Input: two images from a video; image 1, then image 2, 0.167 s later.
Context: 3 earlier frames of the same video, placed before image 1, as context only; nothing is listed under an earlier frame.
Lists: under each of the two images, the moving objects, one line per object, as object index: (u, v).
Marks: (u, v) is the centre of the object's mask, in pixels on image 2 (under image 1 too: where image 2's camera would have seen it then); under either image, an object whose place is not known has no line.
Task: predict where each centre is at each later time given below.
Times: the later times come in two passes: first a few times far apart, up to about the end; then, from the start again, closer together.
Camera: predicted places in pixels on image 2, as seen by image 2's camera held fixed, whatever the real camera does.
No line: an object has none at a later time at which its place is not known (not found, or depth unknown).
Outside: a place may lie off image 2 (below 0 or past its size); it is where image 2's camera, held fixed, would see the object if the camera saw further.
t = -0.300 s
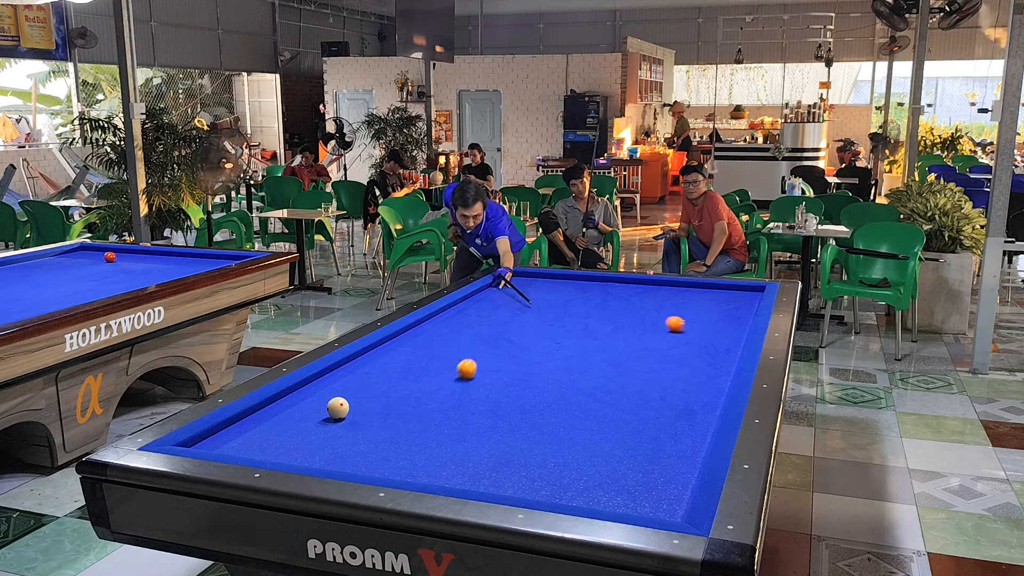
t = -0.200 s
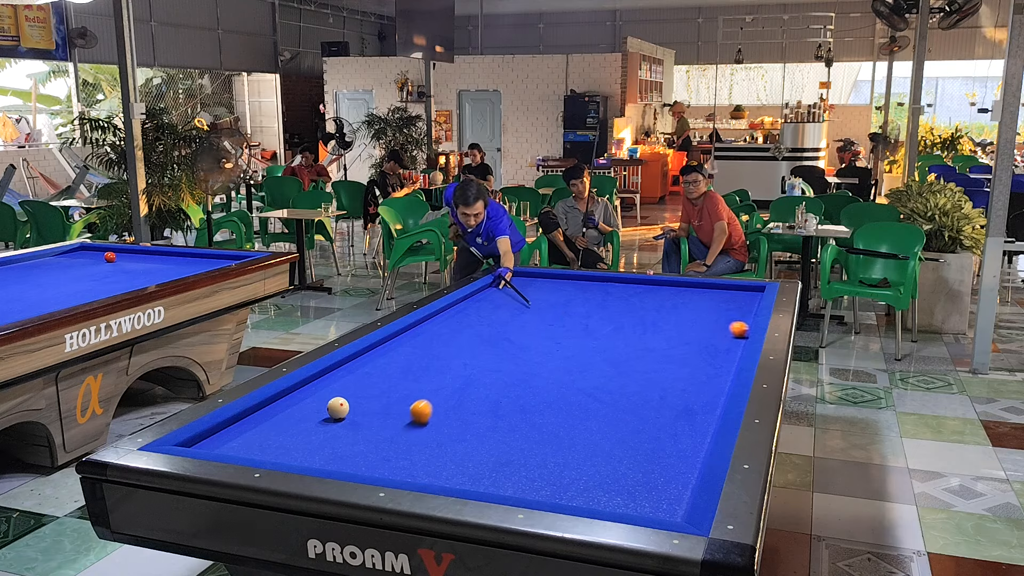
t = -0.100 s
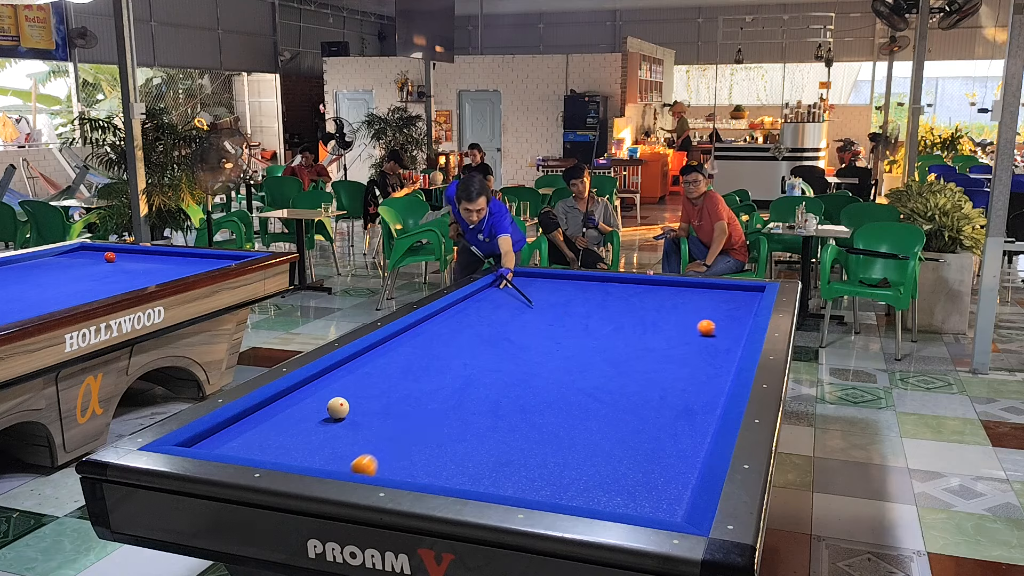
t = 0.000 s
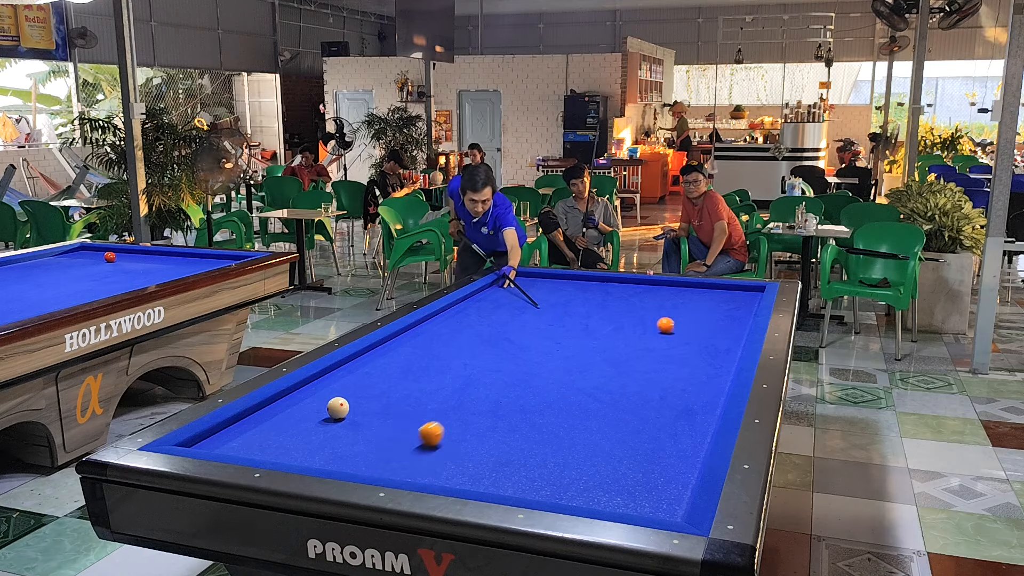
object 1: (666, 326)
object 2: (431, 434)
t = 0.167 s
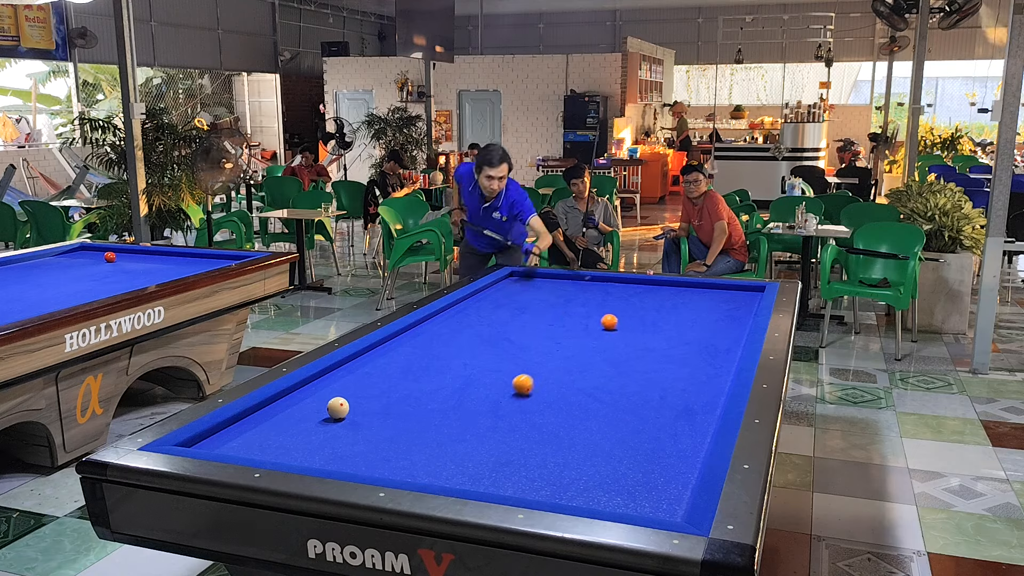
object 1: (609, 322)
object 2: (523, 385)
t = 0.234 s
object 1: (588, 321)
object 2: (551, 371)
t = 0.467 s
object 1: (518, 317)
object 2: (626, 334)
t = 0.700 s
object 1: (451, 314)
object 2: (681, 310)
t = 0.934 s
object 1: (473, 316)
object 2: (725, 291)
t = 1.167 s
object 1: (507, 320)
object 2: (738, 297)
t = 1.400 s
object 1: (541, 323)
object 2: (744, 310)
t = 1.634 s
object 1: (575, 326)
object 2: (744, 322)
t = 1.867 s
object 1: (611, 330)
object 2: (733, 333)
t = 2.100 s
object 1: (646, 333)
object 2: (721, 346)
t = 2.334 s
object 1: (683, 337)
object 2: (708, 360)
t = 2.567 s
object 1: (720, 341)
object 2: (694, 375)
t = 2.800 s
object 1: (728, 342)
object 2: (678, 393)
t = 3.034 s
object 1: (708, 341)
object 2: (660, 412)
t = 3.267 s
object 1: (689, 340)
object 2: (640, 433)
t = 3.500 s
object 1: (670, 339)
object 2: (618, 457)
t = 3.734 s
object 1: (653, 338)
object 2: (592, 485)
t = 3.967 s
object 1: (636, 337)
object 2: (576, 493)
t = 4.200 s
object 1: (620, 336)
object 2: (578, 477)
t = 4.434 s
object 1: (605, 335)
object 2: (579, 461)
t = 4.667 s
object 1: (590, 335)
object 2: (580, 447)
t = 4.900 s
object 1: (576, 334)
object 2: (581, 434)
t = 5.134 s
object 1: (563, 333)
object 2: (581, 423)
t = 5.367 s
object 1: (551, 333)
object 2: (582, 413)
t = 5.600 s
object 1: (539, 332)
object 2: (583, 404)
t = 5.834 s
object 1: (528, 331)
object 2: (584, 395)
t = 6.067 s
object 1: (518, 331)
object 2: (585, 388)
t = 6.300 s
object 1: (508, 330)
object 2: (585, 382)
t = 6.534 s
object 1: (499, 330)
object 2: (586, 375)
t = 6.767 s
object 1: (491, 329)
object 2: (586, 370)
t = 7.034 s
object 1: (482, 329)
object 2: (587, 363)
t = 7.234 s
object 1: (475, 328)
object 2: (588, 358)
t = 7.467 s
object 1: (469, 327)
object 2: (589, 354)
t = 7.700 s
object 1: (463, 327)
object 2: (589, 349)
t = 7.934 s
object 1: (458, 326)
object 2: (590, 345)
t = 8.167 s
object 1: (454, 326)
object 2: (590, 342)
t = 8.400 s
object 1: (450, 325)
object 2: (590, 338)
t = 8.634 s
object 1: (447, 324)
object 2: (591, 335)
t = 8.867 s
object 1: (444, 324)
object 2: (591, 332)
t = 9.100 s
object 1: (443, 323)
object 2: (592, 330)
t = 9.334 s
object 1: (441, 323)
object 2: (592, 327)
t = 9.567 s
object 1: (439, 323)
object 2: (592, 325)
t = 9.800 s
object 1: (438, 323)
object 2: (593, 323)
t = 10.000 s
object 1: (438, 323)
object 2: (593, 322)
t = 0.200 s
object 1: (599, 322)
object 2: (537, 378)
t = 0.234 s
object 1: (588, 321)
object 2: (551, 371)
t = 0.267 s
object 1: (578, 320)
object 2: (564, 364)
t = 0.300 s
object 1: (568, 320)
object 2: (576, 358)
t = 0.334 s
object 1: (558, 319)
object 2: (587, 352)
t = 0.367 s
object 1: (548, 319)
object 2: (597, 347)
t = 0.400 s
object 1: (538, 318)
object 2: (607, 343)
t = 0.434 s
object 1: (528, 318)
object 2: (617, 338)
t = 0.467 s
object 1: (518, 317)
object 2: (626, 334)
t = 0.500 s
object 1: (508, 317)
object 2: (635, 330)
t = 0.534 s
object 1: (499, 316)
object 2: (643, 327)
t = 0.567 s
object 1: (489, 316)
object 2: (651, 323)
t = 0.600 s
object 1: (479, 315)
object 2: (659, 320)
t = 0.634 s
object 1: (470, 315)
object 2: (667, 317)
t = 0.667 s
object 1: (460, 314)
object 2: (674, 313)
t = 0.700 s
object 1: (451, 314)
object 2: (681, 310)
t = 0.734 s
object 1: (442, 313)
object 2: (688, 307)
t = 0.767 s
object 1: (443, 313)
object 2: (695, 304)
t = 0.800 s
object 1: (450, 314)
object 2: (701, 301)
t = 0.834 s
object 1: (456, 314)
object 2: (707, 299)
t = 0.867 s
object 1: (463, 315)
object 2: (714, 296)
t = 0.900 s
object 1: (468, 316)
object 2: (720, 293)
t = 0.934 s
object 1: (473, 316)
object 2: (725, 291)
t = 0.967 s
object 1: (478, 317)
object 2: (731, 288)
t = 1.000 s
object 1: (483, 317)
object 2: (736, 286)
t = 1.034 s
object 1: (488, 318)
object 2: (736, 288)
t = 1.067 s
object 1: (493, 318)
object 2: (737, 290)
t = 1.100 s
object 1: (497, 318)
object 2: (737, 293)
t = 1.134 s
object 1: (502, 319)
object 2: (737, 295)
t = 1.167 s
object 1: (507, 320)
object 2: (738, 297)
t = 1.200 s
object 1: (512, 320)
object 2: (738, 299)
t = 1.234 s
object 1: (517, 320)
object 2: (739, 301)
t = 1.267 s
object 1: (521, 321)
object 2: (740, 303)
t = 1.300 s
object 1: (526, 321)
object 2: (741, 305)
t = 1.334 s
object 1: (531, 322)
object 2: (742, 306)
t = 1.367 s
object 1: (536, 322)
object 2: (743, 308)
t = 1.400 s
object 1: (541, 323)
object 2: (744, 310)
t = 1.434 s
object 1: (546, 323)
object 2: (745, 312)
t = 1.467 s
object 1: (551, 324)
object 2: (746, 313)
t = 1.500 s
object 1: (556, 324)
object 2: (747, 315)
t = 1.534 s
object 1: (561, 325)
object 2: (748, 317)
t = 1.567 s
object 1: (566, 325)
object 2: (747, 319)
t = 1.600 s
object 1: (570, 326)
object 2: (746, 320)
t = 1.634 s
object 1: (575, 326)
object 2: (744, 322)
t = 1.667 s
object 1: (580, 327)
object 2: (743, 323)
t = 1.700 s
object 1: (585, 327)
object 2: (741, 325)
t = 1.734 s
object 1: (590, 328)
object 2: (740, 327)
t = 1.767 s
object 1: (596, 328)
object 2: (738, 328)
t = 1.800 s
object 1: (601, 329)
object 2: (736, 330)
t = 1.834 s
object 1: (606, 329)
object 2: (735, 332)
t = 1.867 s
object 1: (611, 330)
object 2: (733, 333)
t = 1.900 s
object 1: (616, 330)
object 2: (732, 335)
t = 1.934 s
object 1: (621, 331)
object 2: (730, 337)
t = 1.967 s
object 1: (626, 331)
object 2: (728, 339)
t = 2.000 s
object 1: (631, 332)
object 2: (726, 340)
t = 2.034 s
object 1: (636, 332)
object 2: (725, 342)
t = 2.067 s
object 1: (641, 333)
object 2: (723, 344)
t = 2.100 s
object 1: (646, 333)
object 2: (721, 346)
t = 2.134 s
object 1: (652, 334)
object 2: (720, 348)
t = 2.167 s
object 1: (657, 334)
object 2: (718, 350)
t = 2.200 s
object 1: (662, 335)
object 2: (716, 352)
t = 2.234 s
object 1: (667, 336)
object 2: (714, 354)
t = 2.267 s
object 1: (672, 336)
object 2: (712, 356)
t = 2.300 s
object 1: (678, 337)
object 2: (710, 358)
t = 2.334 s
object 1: (683, 337)
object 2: (708, 360)
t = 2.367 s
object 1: (688, 338)
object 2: (706, 362)
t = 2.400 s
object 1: (693, 338)
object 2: (704, 364)
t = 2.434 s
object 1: (699, 339)
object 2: (702, 366)
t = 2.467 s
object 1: (704, 339)
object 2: (700, 368)
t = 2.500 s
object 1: (709, 340)
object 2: (698, 371)
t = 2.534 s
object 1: (715, 340)
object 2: (696, 373)
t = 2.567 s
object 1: (720, 341)
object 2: (694, 375)
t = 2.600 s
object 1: (725, 341)
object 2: (692, 378)
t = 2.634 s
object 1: (730, 342)
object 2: (690, 380)
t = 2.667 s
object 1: (736, 342)
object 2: (687, 382)
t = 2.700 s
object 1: (739, 342)
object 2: (685, 385)
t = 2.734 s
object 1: (735, 342)
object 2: (683, 387)
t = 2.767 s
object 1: (731, 342)
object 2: (680, 390)
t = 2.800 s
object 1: (728, 342)
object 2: (678, 393)
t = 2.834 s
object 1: (725, 342)
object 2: (676, 395)
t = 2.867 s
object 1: (722, 341)
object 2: (673, 398)
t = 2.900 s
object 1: (719, 341)
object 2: (671, 401)
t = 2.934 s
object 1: (717, 341)
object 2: (668, 403)
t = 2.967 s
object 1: (714, 341)
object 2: (665, 406)
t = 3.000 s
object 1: (711, 341)
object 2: (663, 409)
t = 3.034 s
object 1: (708, 341)
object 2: (660, 412)
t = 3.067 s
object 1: (705, 340)
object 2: (658, 414)
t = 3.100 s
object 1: (702, 340)
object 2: (655, 417)
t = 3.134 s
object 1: (700, 340)
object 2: (652, 420)
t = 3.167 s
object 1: (697, 340)
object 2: (649, 423)
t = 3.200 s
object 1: (694, 340)
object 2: (646, 426)
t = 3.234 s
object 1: (691, 340)
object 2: (643, 430)
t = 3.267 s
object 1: (689, 340)
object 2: (640, 433)
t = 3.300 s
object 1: (686, 340)
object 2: (637, 436)
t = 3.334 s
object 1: (683, 339)
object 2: (634, 439)
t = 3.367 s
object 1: (681, 339)
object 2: (631, 443)
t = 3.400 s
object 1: (678, 339)
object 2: (628, 446)
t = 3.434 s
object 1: (675, 339)
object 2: (624, 450)
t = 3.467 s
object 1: (673, 339)
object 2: (621, 453)
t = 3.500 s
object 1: (670, 339)
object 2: (618, 457)
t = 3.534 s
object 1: (668, 339)
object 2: (614, 461)
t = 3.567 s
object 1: (665, 338)
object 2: (611, 464)
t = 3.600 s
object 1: (663, 338)
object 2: (607, 469)
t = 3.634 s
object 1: (660, 338)
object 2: (603, 472)
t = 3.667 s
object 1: (658, 338)
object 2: (600, 476)
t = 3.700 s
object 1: (655, 338)
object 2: (596, 481)
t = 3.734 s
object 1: (653, 338)
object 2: (592, 485)
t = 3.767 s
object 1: (650, 338)
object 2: (588, 489)
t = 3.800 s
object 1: (648, 338)
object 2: (584, 493)
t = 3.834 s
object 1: (645, 337)
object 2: (580, 495)
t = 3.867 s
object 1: (643, 337)
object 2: (576, 497)
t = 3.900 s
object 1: (641, 337)
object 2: (575, 497)
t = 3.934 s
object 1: (638, 337)
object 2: (576, 495)
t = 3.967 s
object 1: (636, 337)
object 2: (576, 493)
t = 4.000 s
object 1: (633, 337)
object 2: (576, 492)
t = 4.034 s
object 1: (631, 337)
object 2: (576, 489)
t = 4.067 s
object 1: (629, 337)
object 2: (577, 487)
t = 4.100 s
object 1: (627, 336)
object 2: (577, 484)
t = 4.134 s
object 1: (624, 336)
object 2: (577, 482)
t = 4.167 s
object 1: (622, 336)
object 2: (577, 479)
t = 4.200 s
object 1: (620, 336)
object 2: (578, 477)
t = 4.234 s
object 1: (618, 336)
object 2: (578, 474)
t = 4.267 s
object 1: (615, 336)
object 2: (578, 472)
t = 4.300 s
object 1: (613, 336)
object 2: (578, 470)
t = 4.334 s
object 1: (611, 336)
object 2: (578, 468)
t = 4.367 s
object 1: (609, 336)
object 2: (578, 465)
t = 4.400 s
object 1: (607, 335)
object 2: (579, 463)
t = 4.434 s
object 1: (605, 335)
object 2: (579, 461)
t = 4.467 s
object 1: (602, 335)
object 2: (579, 459)
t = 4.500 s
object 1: (600, 335)
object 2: (579, 457)
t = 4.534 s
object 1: (598, 335)
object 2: (579, 455)
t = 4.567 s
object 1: (596, 335)
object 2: (579, 453)
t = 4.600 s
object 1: (594, 335)
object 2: (579, 451)
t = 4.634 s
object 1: (592, 335)
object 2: (579, 449)
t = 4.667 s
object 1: (590, 335)
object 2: (580, 447)
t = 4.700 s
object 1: (588, 335)
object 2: (580, 445)
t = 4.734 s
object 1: (586, 335)
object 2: (580, 444)
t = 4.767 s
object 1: (584, 334)
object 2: (580, 442)
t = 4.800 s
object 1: (582, 334)
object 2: (580, 440)
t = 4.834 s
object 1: (580, 334)
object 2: (580, 438)
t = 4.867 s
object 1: (578, 334)
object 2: (580, 436)
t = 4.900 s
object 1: (576, 334)
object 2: (581, 434)
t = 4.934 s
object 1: (574, 334)
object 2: (581, 433)
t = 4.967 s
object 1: (573, 334)
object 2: (581, 431)
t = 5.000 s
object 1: (571, 334)
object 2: (581, 429)
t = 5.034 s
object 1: (569, 334)
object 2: (581, 428)
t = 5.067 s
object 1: (567, 334)
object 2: (581, 426)
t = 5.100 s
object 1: (565, 333)
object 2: (581, 425)
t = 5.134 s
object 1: (563, 333)
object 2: (581, 423)
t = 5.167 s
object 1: (561, 333)
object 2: (581, 422)
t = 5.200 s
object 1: (560, 333)
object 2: (582, 420)
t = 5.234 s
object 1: (558, 333)
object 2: (582, 419)
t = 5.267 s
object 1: (556, 333)
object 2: (582, 417)
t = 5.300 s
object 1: (554, 333)
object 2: (582, 416)
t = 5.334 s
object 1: (553, 333)
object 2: (582, 414)
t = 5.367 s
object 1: (551, 333)
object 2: (582, 413)
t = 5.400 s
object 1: (549, 332)
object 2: (582, 411)
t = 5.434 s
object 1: (547, 332)
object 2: (583, 410)
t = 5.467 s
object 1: (546, 332)
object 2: (583, 409)
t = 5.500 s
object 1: (544, 332)
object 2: (583, 407)
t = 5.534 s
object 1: (542, 332)
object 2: (583, 406)
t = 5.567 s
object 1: (541, 332)
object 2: (583, 405)
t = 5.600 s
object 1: (539, 332)
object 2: (583, 404)
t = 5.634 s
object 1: (537, 332)
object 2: (583, 403)
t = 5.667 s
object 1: (536, 332)
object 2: (583, 401)
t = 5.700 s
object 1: (534, 332)
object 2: (584, 400)
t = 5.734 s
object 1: (533, 332)
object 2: (584, 399)
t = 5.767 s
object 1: (531, 332)
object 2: (584, 398)
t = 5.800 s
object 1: (530, 332)
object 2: (584, 397)
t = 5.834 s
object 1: (528, 331)
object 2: (584, 395)
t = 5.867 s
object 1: (526, 331)
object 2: (584, 395)
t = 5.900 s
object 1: (525, 331)
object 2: (584, 394)
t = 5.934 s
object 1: (523, 331)
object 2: (584, 392)
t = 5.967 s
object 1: (522, 331)
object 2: (584, 391)
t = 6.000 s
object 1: (520, 331)
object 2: (585, 390)
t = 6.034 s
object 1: (519, 331)
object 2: (585, 389)
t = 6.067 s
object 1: (518, 331)
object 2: (585, 388)
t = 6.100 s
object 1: (516, 331)
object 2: (585, 387)
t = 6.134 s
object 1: (515, 331)
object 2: (585, 386)
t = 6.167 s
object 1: (513, 331)
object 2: (585, 385)
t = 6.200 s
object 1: (512, 330)
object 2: (585, 384)
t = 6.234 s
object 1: (511, 330)
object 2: (585, 383)
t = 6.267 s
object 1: (509, 330)
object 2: (585, 383)
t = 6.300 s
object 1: (508, 330)
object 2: (585, 382)
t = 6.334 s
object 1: (506, 330)
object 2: (585, 381)
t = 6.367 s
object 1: (505, 330)
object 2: (585, 380)
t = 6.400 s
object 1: (504, 330)
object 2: (585, 379)
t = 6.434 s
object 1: (503, 330)
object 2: (586, 378)
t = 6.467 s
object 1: (501, 330)
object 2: (586, 377)
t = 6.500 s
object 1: (500, 330)
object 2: (586, 376)
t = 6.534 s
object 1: (499, 330)
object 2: (586, 375)
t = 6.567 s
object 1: (498, 330)
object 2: (586, 374)
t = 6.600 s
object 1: (496, 330)
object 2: (586, 374)
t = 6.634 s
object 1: (495, 329)
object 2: (586, 373)
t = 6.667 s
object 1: (494, 329)
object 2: (586, 372)
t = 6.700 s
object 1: (493, 329)
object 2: (586, 371)
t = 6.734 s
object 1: (492, 329)
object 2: (586, 370)
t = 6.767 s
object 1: (491, 329)
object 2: (586, 370)
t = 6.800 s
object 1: (489, 329)
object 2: (586, 369)
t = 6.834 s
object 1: (488, 329)
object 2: (587, 368)
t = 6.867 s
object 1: (487, 329)
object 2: (587, 367)
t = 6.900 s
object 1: (486, 329)
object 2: (587, 366)
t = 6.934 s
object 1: (485, 329)
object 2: (587, 366)
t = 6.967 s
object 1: (483, 329)
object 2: (587, 364)
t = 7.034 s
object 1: (482, 329)
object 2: (587, 363)
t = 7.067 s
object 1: (480, 328)
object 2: (588, 362)
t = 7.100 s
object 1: (479, 328)
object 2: (588, 361)
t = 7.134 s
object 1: (478, 328)
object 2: (588, 360)
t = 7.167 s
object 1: (477, 328)
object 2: (588, 359)
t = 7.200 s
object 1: (476, 328)
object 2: (588, 359)
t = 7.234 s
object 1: (475, 328)
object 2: (588, 358)
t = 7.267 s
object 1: (474, 328)
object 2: (588, 357)
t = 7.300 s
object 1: (473, 328)
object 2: (588, 357)
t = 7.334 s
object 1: (472, 328)
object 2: (589, 356)
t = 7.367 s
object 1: (471, 328)
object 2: (589, 356)
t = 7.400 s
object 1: (470, 327)
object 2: (589, 355)
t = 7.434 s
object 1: (469, 327)
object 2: (589, 354)
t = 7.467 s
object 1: (469, 327)
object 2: (589, 354)
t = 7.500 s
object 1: (468, 327)
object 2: (589, 353)
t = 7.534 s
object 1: (467, 327)
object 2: (589, 352)
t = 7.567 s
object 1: (466, 327)
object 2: (589, 352)
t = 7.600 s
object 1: (465, 327)
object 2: (589, 351)
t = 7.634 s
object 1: (464, 327)
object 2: (589, 350)
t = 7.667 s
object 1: (464, 327)
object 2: (589, 350)
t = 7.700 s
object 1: (463, 327)
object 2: (589, 349)
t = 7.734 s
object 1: (462, 327)
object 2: (589, 348)
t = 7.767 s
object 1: (461, 327)
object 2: (589, 348)
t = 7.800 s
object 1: (461, 327)
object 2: (590, 347)
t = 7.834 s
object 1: (460, 326)
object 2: (590, 347)
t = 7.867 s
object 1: (459, 326)
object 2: (590, 346)
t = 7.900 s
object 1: (459, 326)
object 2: (590, 346)
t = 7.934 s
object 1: (458, 326)
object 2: (590, 345)
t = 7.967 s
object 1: (457, 326)
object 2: (590, 345)
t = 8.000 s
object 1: (457, 326)
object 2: (590, 344)
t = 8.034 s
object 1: (456, 326)
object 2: (590, 344)
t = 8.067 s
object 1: (455, 326)
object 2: (590, 343)
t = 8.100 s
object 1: (455, 326)
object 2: (590, 343)
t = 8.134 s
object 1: (454, 326)
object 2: (590, 342)
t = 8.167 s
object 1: (454, 326)
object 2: (590, 342)
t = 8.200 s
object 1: (453, 326)
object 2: (590, 341)
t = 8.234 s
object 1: (452, 325)
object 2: (590, 341)
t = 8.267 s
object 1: (452, 325)
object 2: (590, 340)
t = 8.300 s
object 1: (451, 325)
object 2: (590, 340)
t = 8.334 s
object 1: (451, 325)
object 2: (590, 339)
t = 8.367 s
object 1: (450, 325)
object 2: (590, 339)
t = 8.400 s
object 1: (450, 325)
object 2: (590, 338)
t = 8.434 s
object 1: (450, 325)
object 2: (590, 338)
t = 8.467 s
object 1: (449, 325)
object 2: (590, 338)
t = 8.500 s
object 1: (449, 325)
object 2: (590, 337)
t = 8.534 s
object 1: (448, 325)
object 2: (590, 337)
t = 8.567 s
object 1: (448, 325)
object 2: (591, 336)
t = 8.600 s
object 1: (447, 324)
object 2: (591, 336)
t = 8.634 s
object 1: (447, 324)
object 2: (591, 335)
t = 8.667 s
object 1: (447, 324)
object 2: (591, 335)
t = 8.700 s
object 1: (446, 324)
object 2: (591, 334)
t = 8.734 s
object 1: (446, 324)
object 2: (591, 334)
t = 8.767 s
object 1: (445, 324)
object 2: (591, 334)
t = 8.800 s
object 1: (445, 324)
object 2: (591, 333)
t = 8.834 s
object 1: (445, 324)
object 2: (591, 333)
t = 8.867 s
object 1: (444, 324)
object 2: (591, 332)
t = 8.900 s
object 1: (444, 324)
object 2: (591, 332)
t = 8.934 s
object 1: (444, 324)
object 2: (591, 332)
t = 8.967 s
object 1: (444, 324)
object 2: (592, 331)
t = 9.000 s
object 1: (443, 324)
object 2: (592, 331)
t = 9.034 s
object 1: (443, 324)
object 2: (592, 331)
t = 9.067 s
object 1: (443, 323)
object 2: (592, 330)
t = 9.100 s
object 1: (443, 323)
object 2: (592, 330)
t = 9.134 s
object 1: (442, 323)
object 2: (592, 330)
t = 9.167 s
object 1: (442, 323)
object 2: (592, 329)
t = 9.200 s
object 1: (442, 323)
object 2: (592, 329)
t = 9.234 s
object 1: (441, 323)
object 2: (592, 328)
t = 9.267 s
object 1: (441, 323)
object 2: (592, 328)
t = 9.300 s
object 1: (441, 323)
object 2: (592, 328)
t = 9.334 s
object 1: (441, 323)
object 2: (592, 327)
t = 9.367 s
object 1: (440, 323)
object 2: (592, 327)
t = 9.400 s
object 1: (440, 323)
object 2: (592, 327)
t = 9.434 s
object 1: (440, 323)
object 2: (592, 327)
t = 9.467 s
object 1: (440, 323)
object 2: (592, 326)
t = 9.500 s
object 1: (440, 323)
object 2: (592, 326)
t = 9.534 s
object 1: (439, 323)
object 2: (592, 326)
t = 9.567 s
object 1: (439, 323)
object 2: (592, 325)
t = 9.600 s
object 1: (439, 323)
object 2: (592, 325)
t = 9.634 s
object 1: (439, 323)
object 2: (592, 325)
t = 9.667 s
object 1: (439, 323)
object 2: (592, 325)
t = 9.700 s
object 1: (439, 323)
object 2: (592, 324)
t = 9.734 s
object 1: (438, 323)
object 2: (592, 324)
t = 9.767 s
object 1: (438, 323)
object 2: (593, 324)
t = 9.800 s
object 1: (438, 323)
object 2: (593, 323)
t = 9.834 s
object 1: (438, 323)
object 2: (593, 323)
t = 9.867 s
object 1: (438, 323)
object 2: (593, 323)
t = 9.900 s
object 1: (438, 323)
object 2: (593, 323)
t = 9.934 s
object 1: (438, 323)
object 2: (593, 322)
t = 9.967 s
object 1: (438, 323)
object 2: (593, 322)
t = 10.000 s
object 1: (438, 323)
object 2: (593, 322)
